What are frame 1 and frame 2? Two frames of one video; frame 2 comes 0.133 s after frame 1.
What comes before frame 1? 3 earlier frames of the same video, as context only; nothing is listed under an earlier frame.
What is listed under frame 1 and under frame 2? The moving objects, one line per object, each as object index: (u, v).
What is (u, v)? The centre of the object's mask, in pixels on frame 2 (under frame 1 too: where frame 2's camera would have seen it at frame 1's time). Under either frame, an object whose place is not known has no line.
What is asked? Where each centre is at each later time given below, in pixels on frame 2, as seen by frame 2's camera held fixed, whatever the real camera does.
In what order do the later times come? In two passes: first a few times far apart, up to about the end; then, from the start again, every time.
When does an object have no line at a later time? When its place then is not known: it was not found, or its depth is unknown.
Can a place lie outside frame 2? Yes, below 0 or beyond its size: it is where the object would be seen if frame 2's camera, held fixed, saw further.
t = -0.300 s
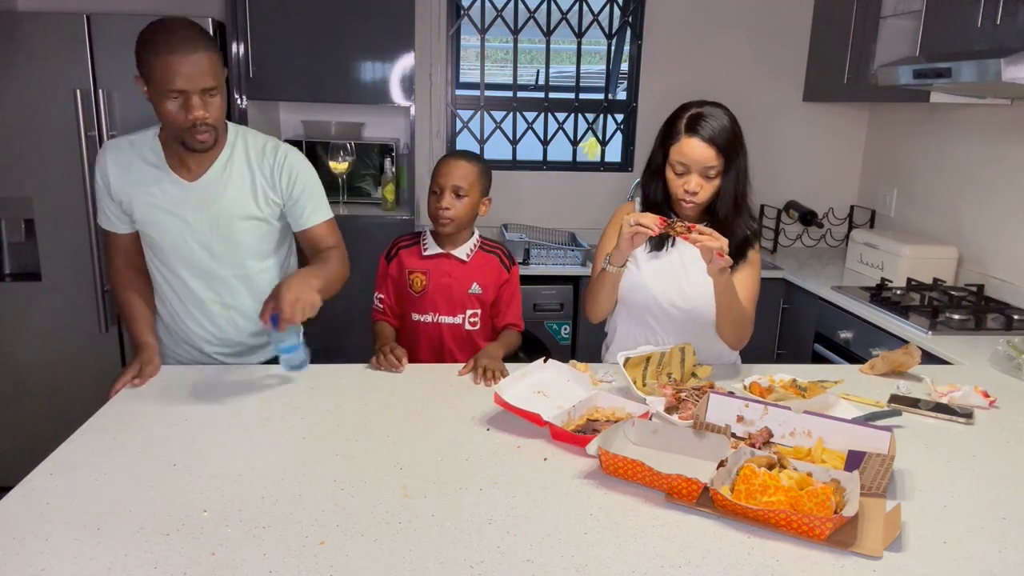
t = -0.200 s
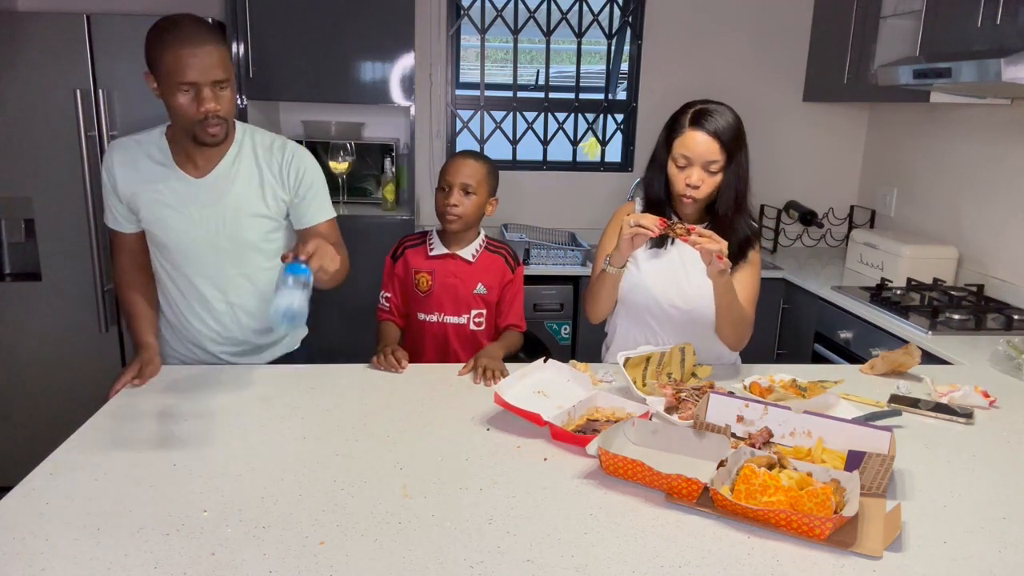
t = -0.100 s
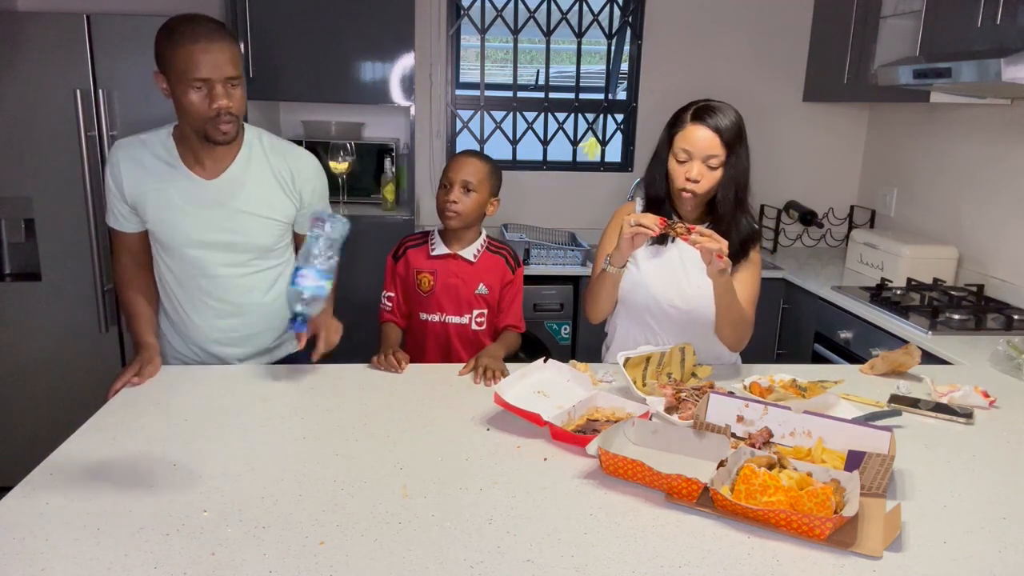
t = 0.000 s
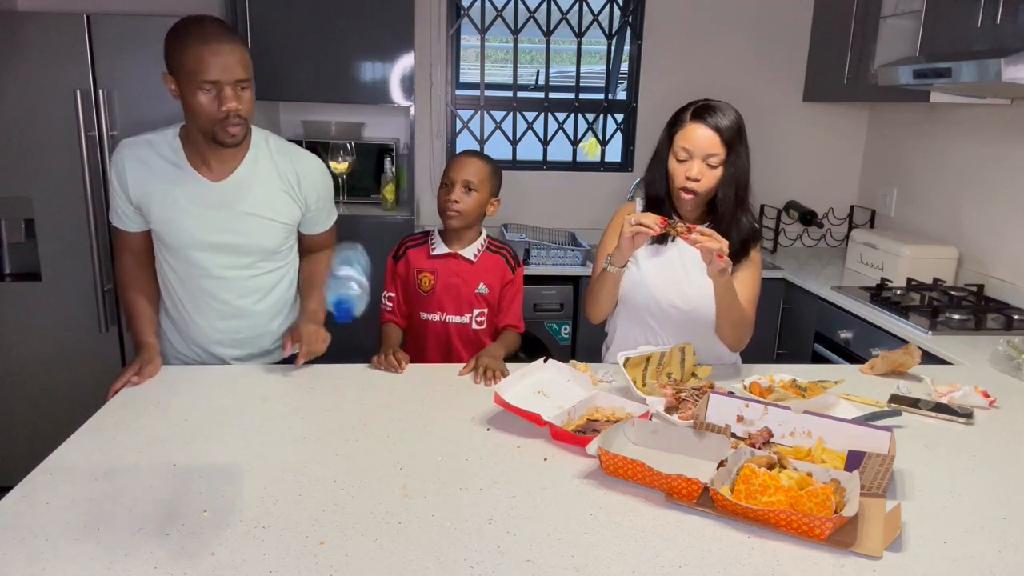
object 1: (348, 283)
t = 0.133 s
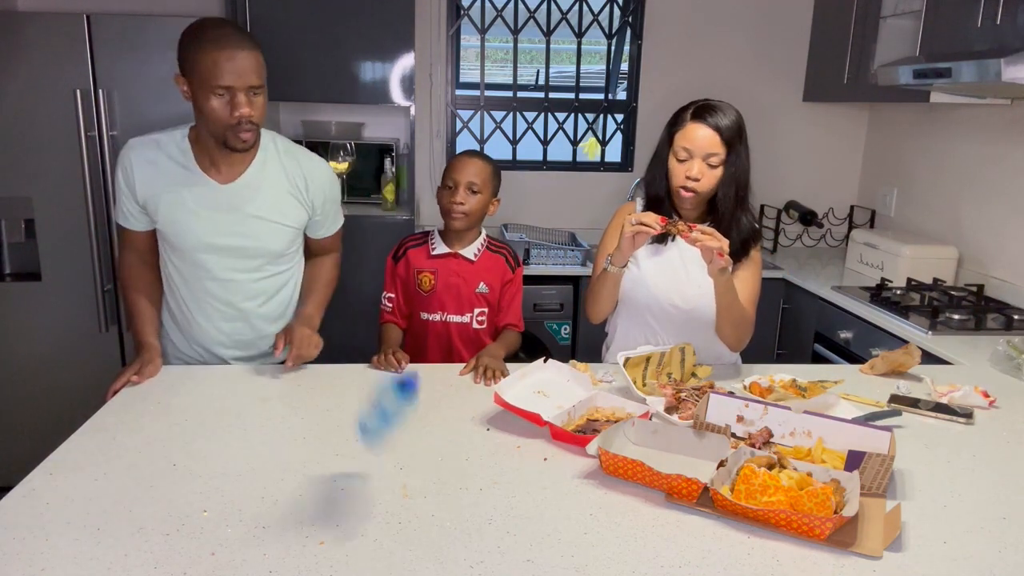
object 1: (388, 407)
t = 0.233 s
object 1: (416, 461)
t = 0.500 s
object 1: (452, 497)
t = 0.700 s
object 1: (452, 505)
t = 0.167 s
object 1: (396, 449)
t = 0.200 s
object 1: (408, 453)
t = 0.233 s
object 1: (416, 461)
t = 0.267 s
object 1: (428, 473)
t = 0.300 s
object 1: (441, 489)
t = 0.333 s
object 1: (447, 488)
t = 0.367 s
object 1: (453, 492)
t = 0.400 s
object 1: (454, 494)
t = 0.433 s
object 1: (453, 496)
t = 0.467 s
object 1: (452, 497)
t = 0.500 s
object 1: (452, 497)
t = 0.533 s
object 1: (452, 499)
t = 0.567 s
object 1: (453, 501)
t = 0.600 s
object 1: (453, 503)
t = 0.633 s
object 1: (453, 504)
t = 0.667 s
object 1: (453, 504)
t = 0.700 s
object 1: (452, 505)
